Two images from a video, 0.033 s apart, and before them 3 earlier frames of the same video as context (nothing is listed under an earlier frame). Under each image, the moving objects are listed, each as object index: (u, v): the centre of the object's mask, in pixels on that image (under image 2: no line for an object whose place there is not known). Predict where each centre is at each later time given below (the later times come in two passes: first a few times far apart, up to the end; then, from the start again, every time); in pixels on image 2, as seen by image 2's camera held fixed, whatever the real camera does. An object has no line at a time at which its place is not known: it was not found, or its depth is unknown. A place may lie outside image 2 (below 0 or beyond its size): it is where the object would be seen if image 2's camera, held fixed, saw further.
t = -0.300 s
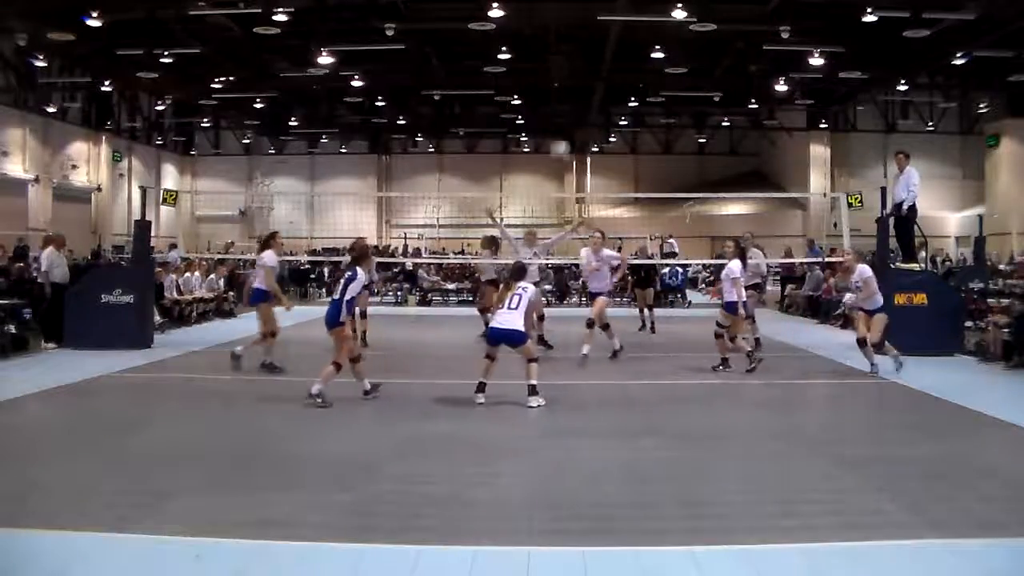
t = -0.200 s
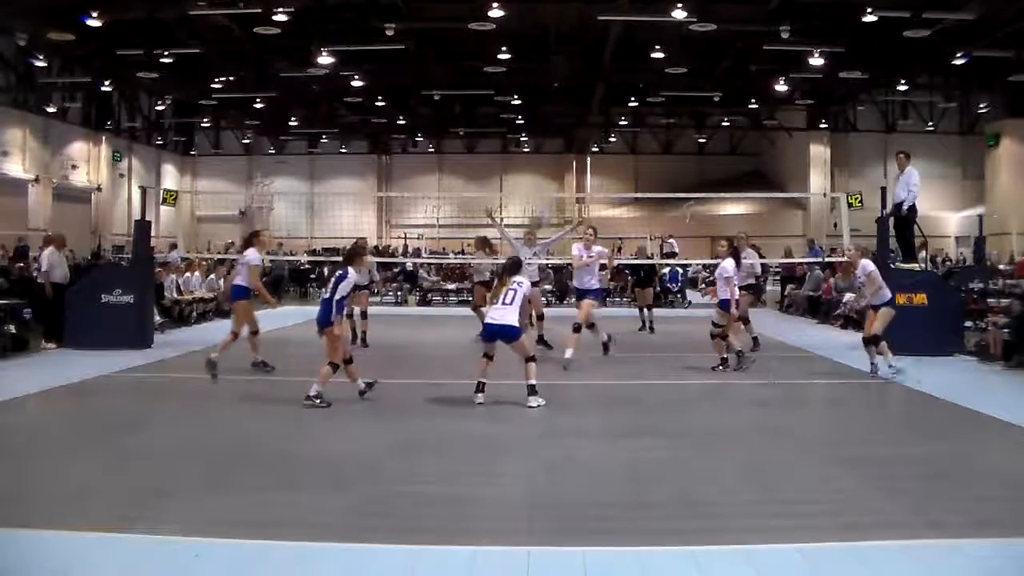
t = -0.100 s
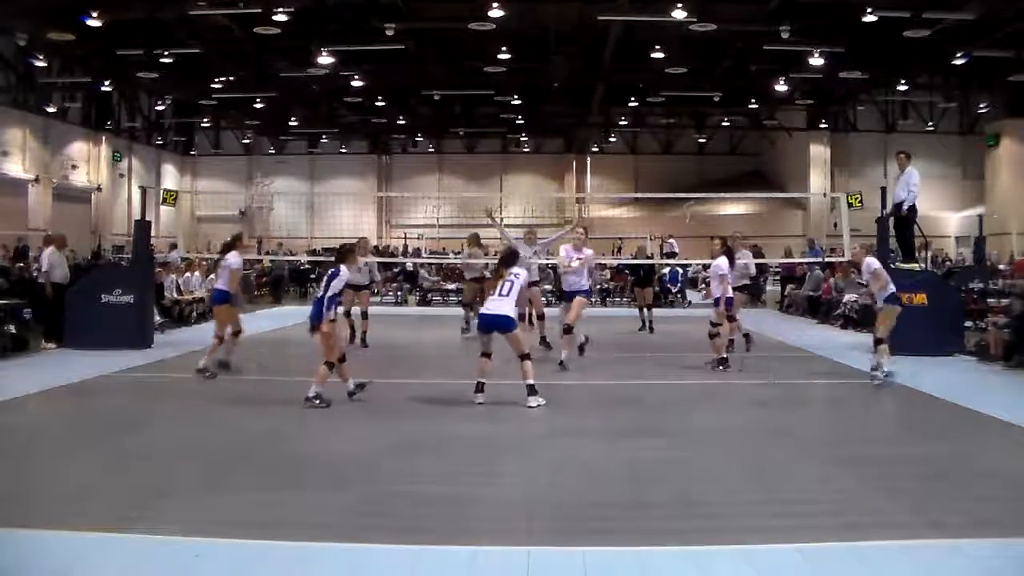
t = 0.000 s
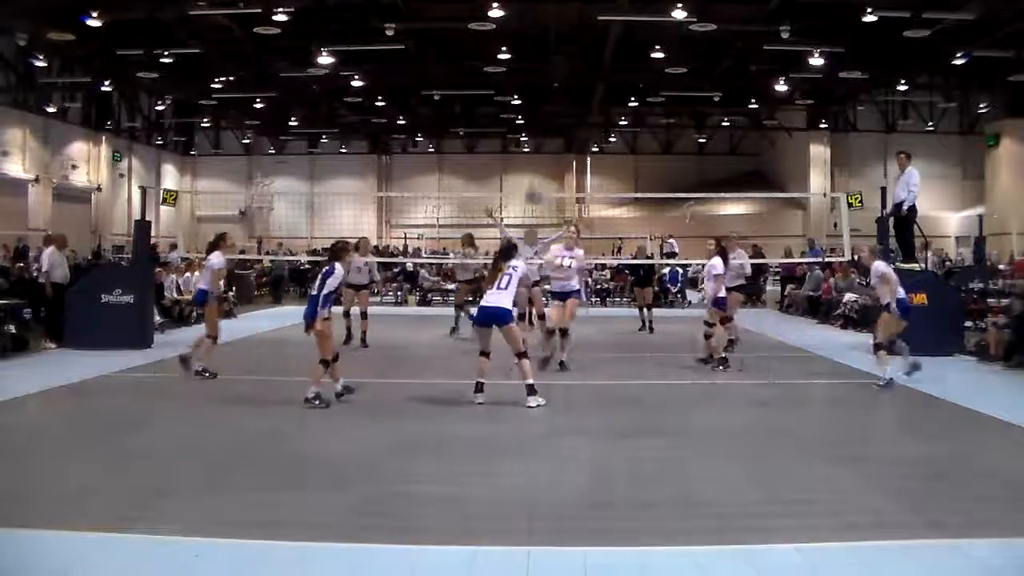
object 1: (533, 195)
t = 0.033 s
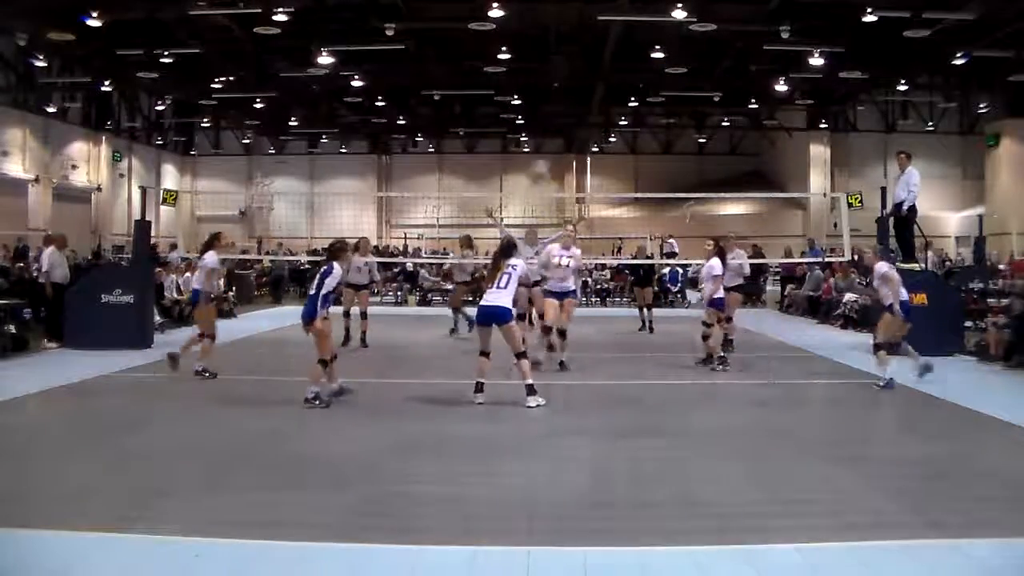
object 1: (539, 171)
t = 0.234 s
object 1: (556, 76)
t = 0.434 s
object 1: (573, 26)
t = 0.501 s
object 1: (578, 17)
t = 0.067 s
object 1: (542, 148)
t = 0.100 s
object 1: (545, 132)
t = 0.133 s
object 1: (548, 116)
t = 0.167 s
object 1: (551, 101)
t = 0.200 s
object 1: (553, 89)
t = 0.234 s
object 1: (556, 76)
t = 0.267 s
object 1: (559, 66)
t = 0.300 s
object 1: (562, 55)
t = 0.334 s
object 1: (565, 45)
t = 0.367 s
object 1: (568, 38)
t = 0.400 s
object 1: (570, 31)
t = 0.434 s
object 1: (573, 26)
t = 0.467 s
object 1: (576, 21)
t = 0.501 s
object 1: (578, 17)
